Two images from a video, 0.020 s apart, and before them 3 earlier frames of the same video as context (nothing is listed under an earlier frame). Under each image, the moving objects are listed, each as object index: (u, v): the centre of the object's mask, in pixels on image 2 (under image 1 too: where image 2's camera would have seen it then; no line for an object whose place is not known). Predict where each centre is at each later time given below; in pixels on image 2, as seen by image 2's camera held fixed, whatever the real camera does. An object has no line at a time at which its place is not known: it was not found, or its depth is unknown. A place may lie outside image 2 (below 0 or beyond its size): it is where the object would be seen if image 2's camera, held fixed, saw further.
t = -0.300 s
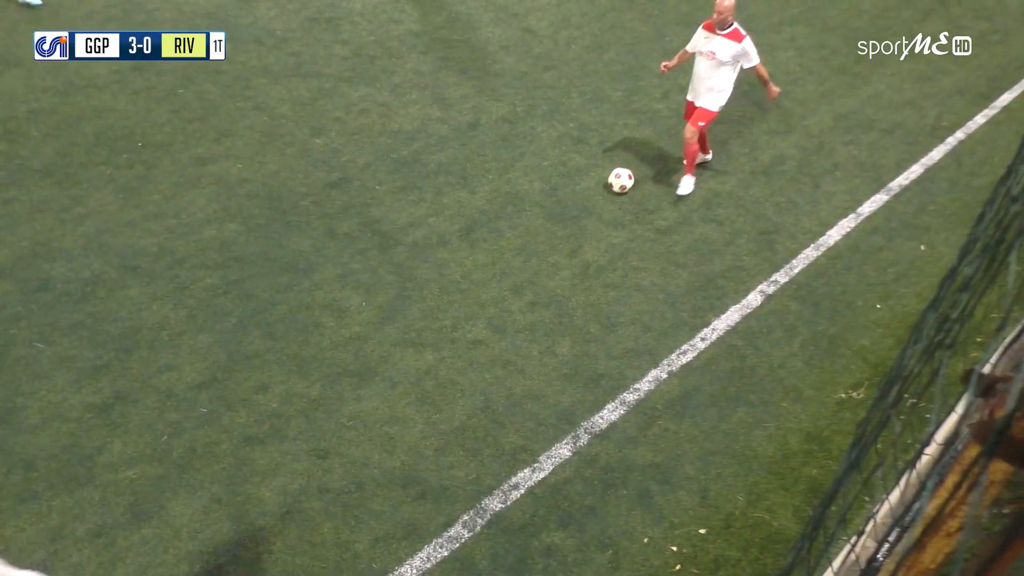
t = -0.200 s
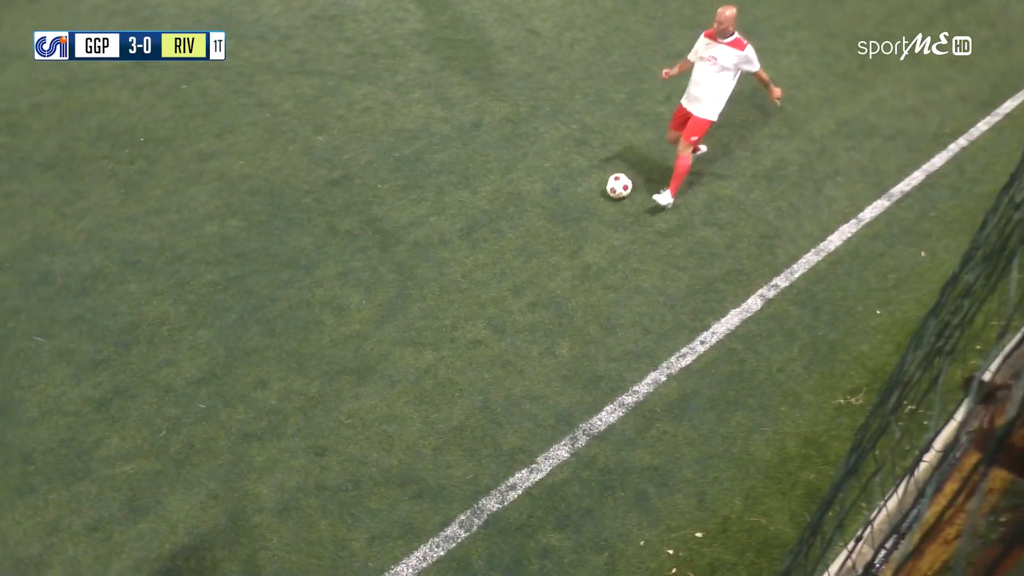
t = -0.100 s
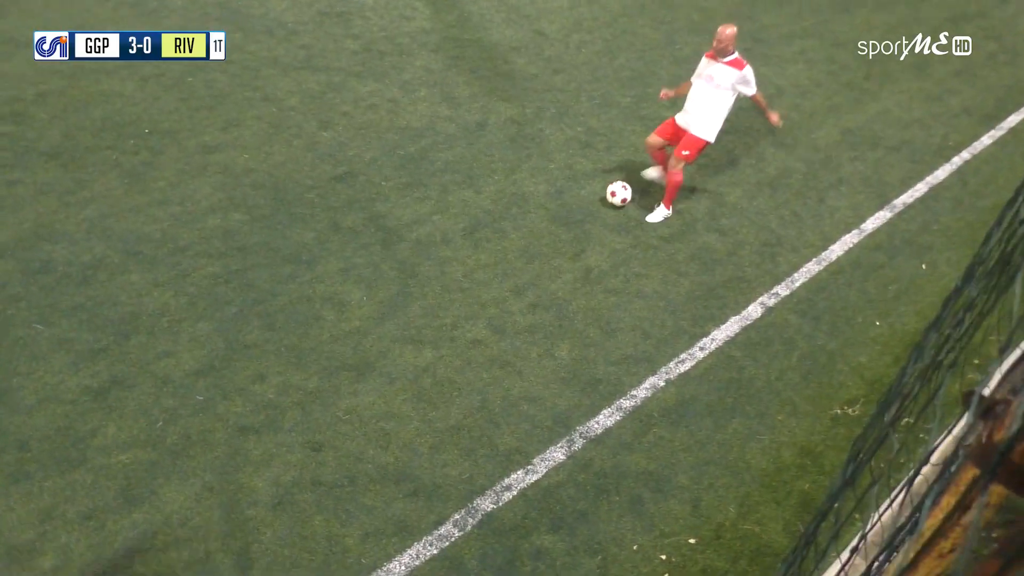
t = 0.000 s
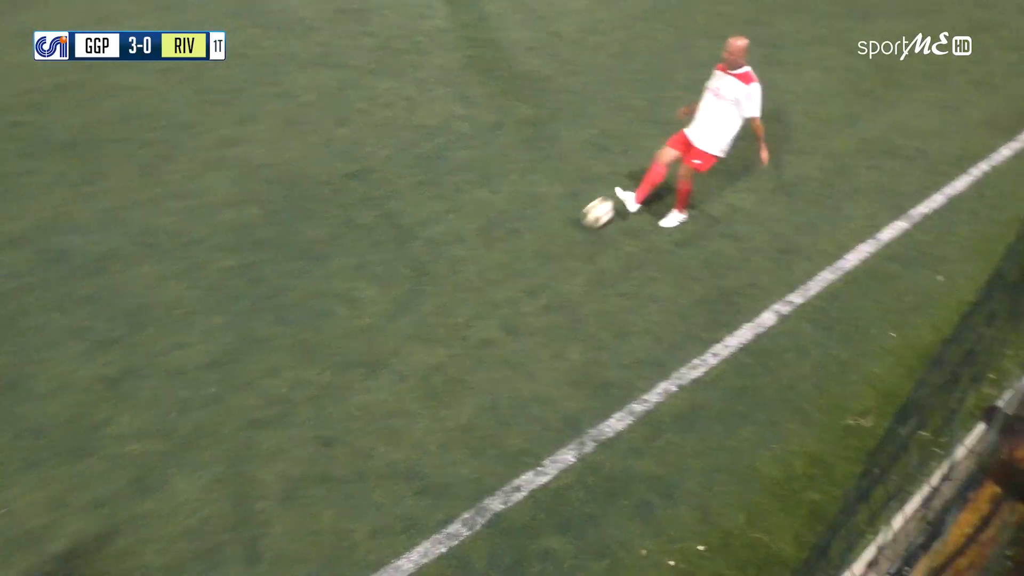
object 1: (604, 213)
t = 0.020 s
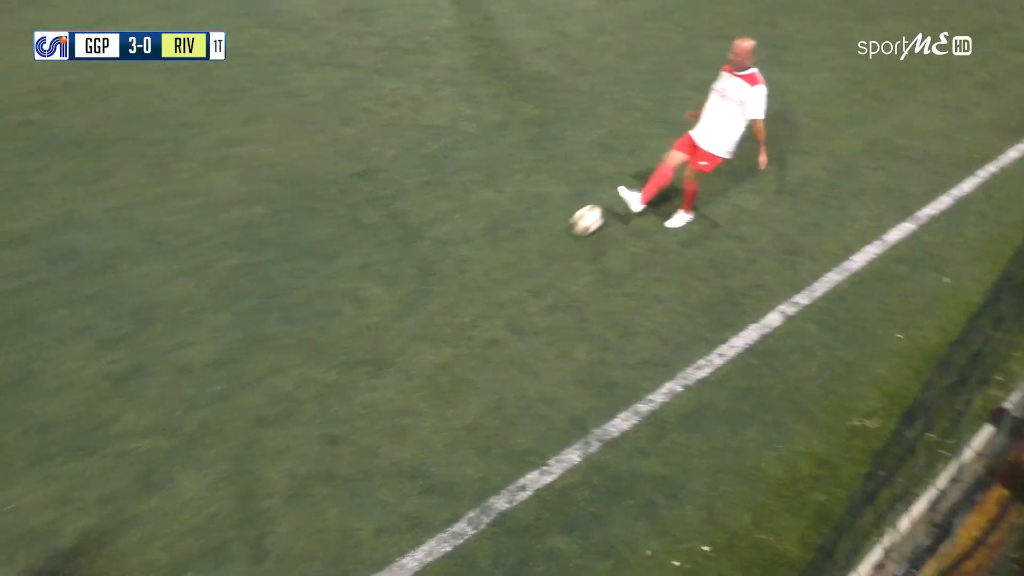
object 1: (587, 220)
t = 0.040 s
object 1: (569, 228)
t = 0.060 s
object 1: (551, 235)
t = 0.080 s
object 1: (531, 243)
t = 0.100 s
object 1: (512, 251)
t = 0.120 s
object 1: (492, 259)
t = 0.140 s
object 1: (472, 268)
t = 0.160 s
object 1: (451, 276)
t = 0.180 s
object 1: (431, 284)
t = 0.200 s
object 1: (409, 293)
